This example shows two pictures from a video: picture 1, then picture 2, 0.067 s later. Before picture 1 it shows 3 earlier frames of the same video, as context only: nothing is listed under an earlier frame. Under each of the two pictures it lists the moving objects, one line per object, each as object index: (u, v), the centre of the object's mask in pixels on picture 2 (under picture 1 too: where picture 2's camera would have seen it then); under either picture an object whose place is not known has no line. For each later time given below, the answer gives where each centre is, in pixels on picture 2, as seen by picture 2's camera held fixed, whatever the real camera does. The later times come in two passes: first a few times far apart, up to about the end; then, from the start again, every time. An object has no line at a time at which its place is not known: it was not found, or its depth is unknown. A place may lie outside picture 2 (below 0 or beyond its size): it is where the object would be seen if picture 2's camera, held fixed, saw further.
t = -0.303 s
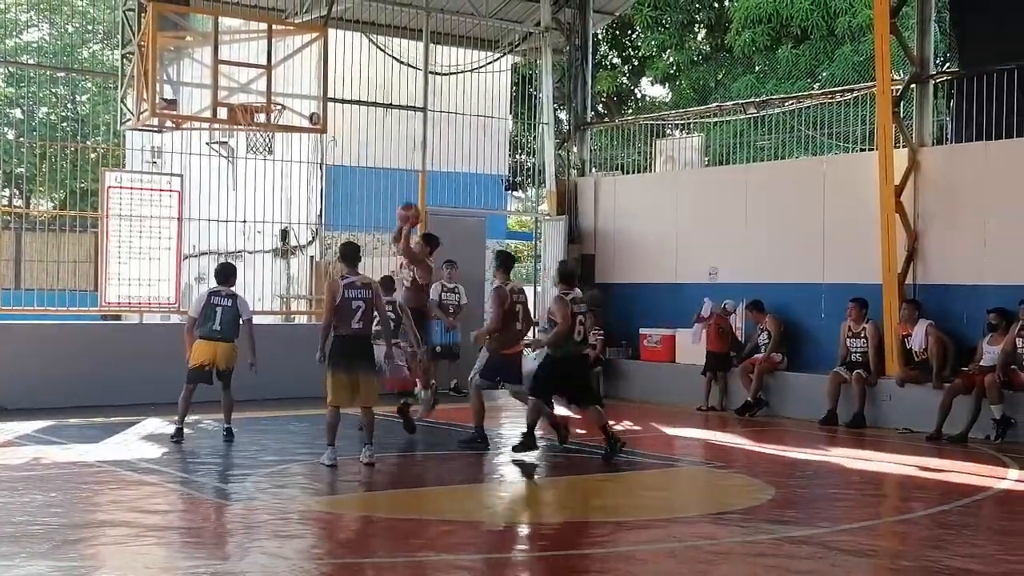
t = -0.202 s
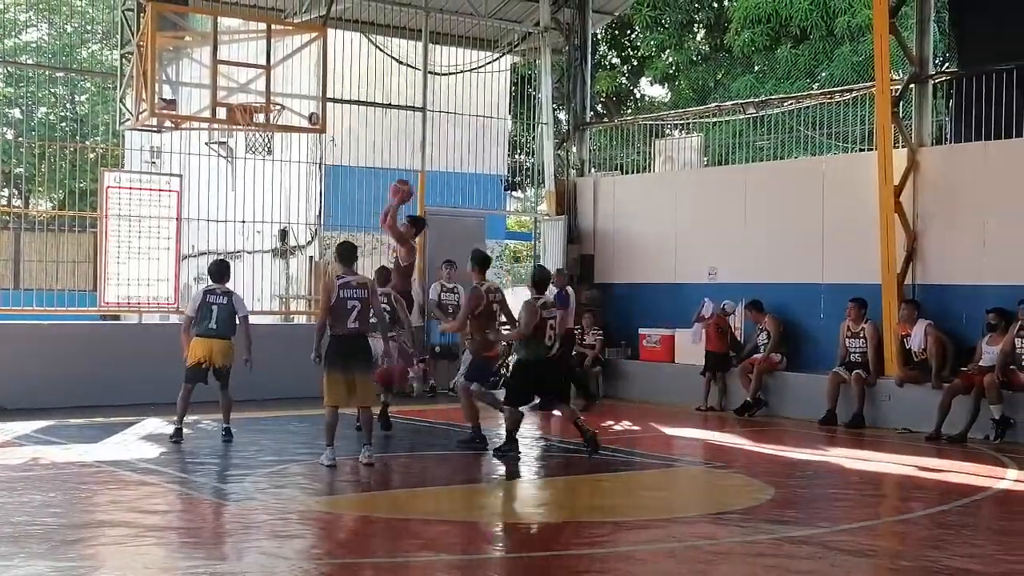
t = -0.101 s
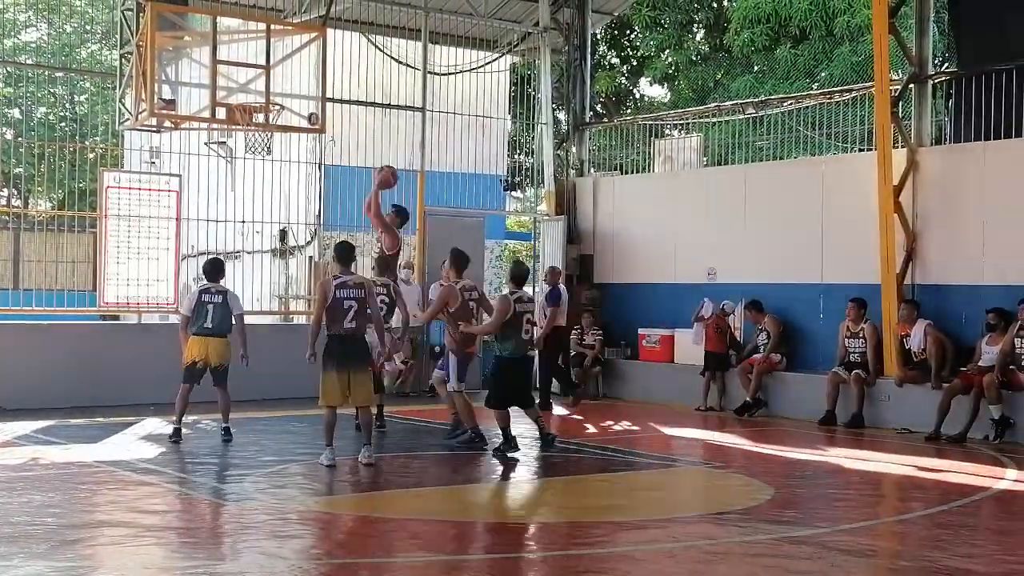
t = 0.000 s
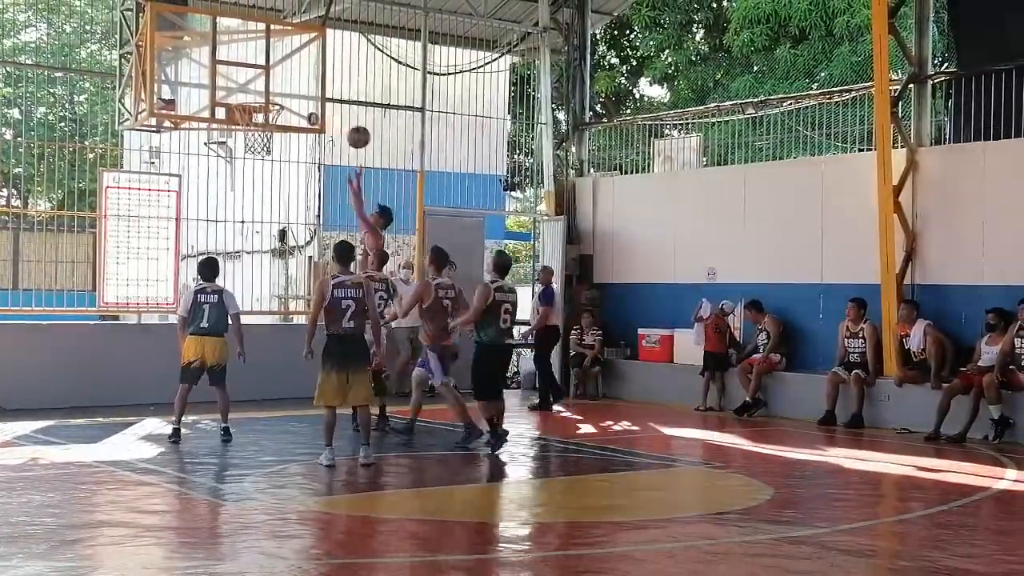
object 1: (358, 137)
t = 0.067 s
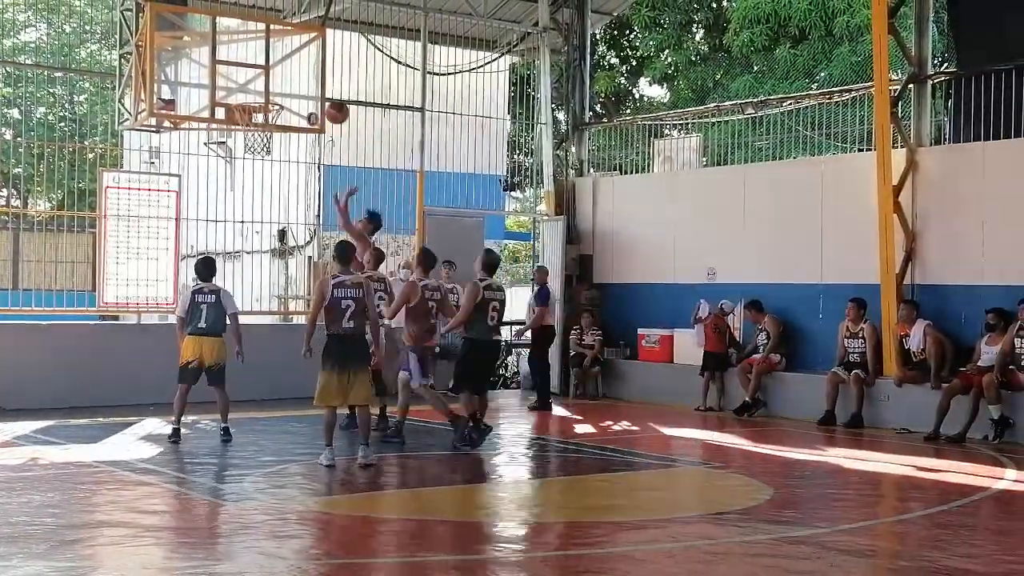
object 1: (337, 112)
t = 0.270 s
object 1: (272, 64)
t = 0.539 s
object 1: (216, 68)
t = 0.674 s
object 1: (194, 101)
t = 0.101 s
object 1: (327, 102)
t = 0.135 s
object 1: (316, 92)
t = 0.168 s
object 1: (305, 84)
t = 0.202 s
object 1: (294, 76)
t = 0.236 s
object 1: (283, 69)
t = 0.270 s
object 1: (272, 64)
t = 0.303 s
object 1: (261, 60)
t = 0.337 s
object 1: (249, 57)
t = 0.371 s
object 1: (241, 55)
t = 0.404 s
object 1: (236, 55)
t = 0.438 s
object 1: (231, 57)
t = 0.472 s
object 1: (225, 59)
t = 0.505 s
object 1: (221, 63)
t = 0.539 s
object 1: (216, 68)
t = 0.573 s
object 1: (210, 75)
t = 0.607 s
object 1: (205, 82)
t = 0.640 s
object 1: (199, 90)
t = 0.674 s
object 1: (194, 101)
